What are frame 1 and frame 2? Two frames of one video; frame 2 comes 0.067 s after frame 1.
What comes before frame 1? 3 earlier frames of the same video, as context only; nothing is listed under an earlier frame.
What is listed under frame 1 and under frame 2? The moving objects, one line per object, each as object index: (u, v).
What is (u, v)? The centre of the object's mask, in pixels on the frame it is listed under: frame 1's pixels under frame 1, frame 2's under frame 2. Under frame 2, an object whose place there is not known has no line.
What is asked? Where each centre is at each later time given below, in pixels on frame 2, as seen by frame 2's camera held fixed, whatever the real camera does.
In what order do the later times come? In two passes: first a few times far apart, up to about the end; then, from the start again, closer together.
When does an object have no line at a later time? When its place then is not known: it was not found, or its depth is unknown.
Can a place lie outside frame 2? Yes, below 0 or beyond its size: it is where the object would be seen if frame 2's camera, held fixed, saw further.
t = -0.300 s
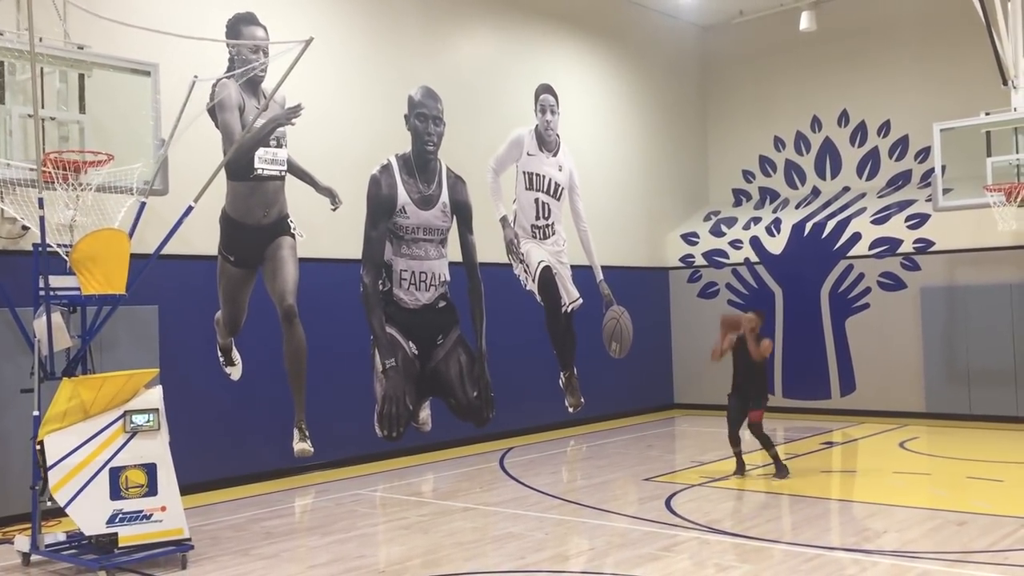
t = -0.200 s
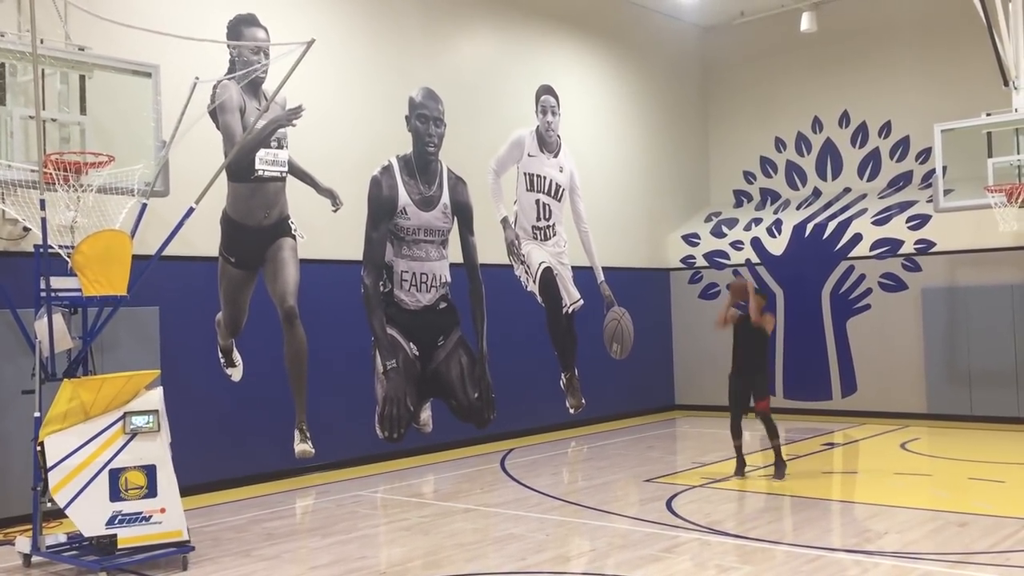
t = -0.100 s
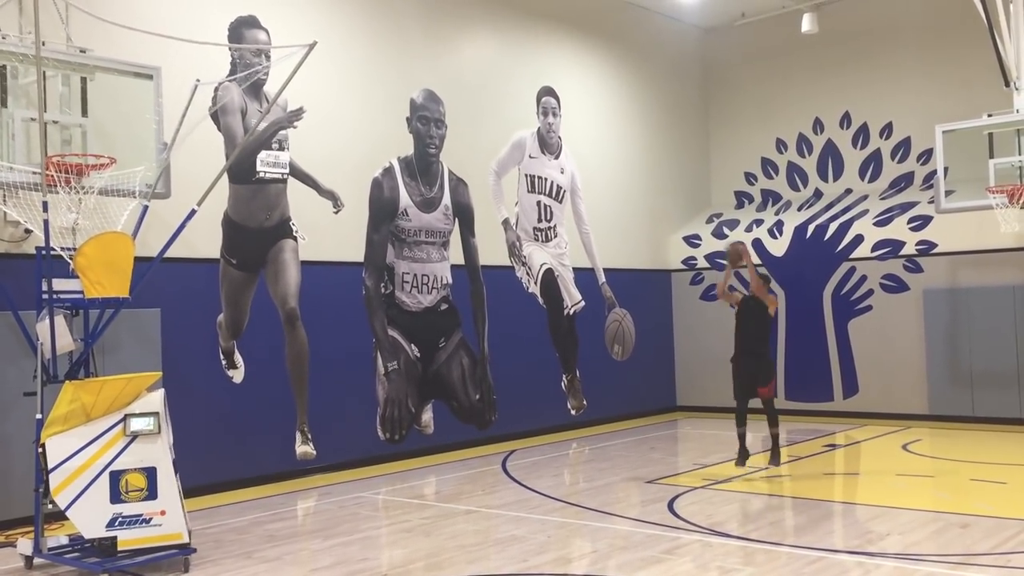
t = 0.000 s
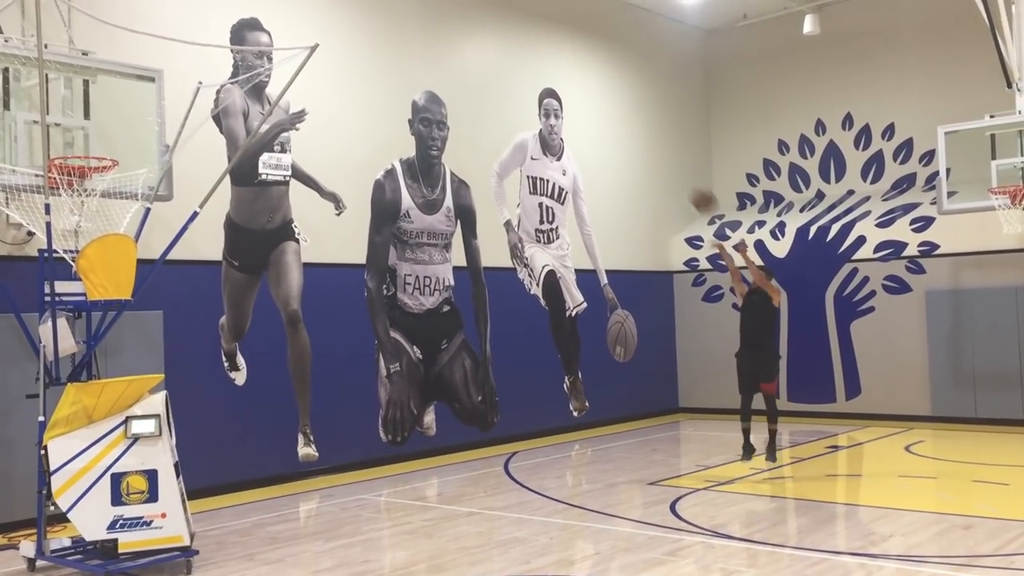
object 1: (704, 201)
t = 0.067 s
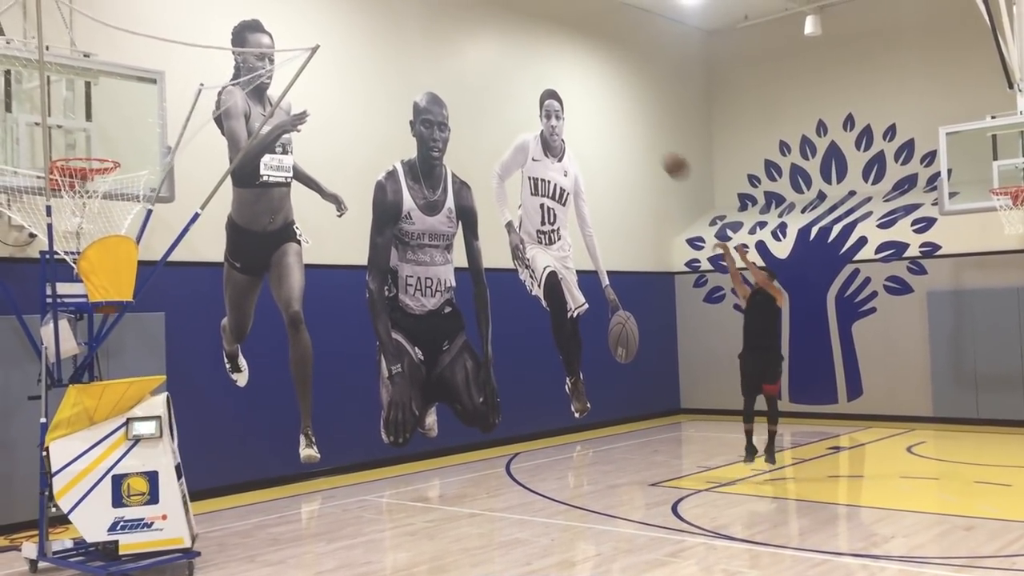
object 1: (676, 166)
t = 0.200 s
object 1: (615, 104)
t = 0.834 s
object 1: (282, 28)
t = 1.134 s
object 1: (86, 155)
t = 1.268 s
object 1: (70, 202)
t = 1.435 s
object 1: (111, 218)
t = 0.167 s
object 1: (630, 118)
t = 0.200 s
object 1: (615, 104)
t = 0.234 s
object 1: (600, 91)
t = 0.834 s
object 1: (282, 28)
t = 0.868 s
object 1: (262, 37)
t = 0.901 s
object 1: (234, 46)
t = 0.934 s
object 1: (218, 59)
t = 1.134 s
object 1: (86, 155)
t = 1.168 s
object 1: (66, 173)
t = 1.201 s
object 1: (67, 183)
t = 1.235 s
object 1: (68, 197)
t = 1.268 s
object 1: (70, 202)
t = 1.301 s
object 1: (75, 205)
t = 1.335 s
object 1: (85, 210)
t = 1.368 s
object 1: (94, 211)
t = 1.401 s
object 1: (103, 214)
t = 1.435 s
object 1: (111, 218)
